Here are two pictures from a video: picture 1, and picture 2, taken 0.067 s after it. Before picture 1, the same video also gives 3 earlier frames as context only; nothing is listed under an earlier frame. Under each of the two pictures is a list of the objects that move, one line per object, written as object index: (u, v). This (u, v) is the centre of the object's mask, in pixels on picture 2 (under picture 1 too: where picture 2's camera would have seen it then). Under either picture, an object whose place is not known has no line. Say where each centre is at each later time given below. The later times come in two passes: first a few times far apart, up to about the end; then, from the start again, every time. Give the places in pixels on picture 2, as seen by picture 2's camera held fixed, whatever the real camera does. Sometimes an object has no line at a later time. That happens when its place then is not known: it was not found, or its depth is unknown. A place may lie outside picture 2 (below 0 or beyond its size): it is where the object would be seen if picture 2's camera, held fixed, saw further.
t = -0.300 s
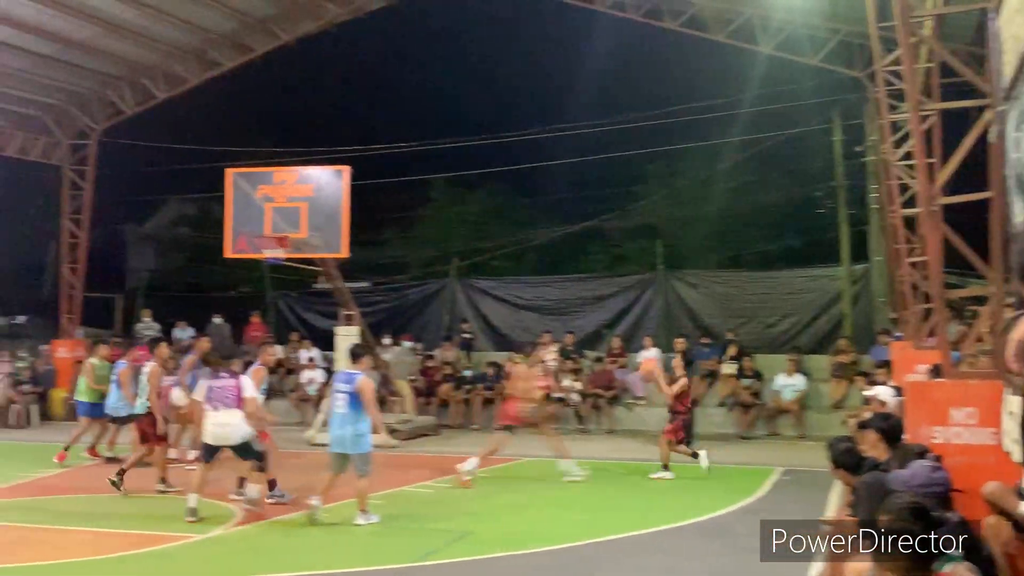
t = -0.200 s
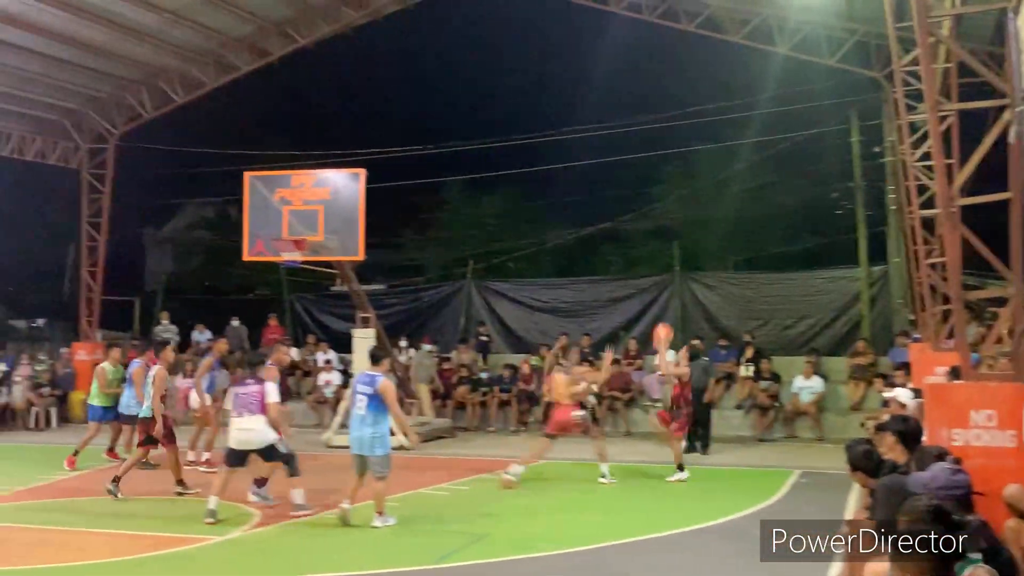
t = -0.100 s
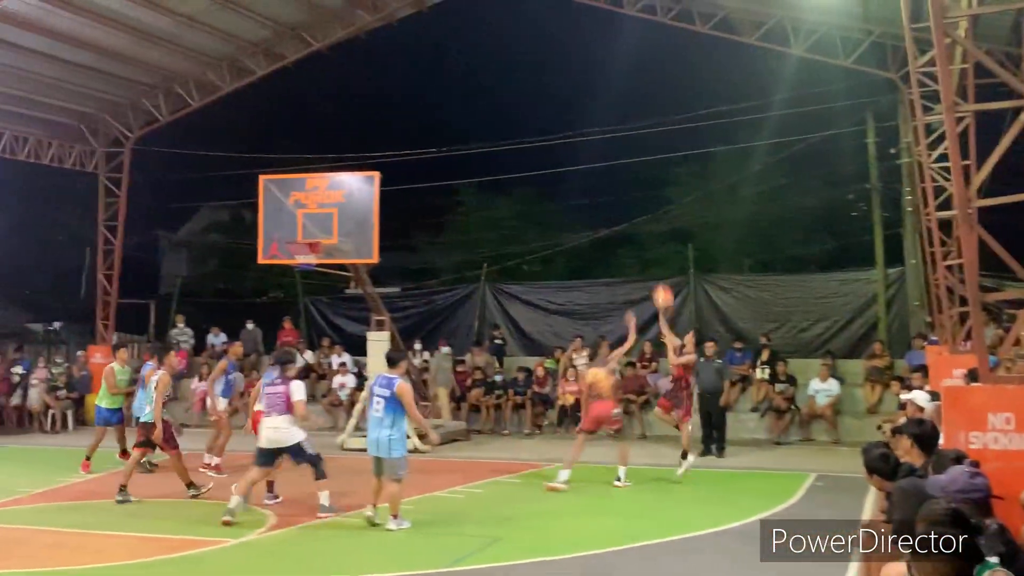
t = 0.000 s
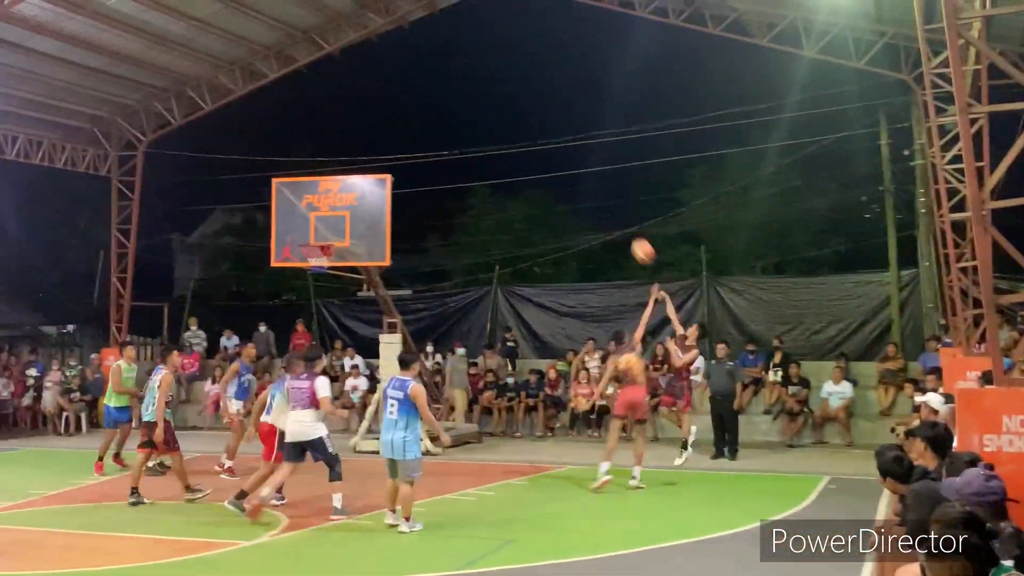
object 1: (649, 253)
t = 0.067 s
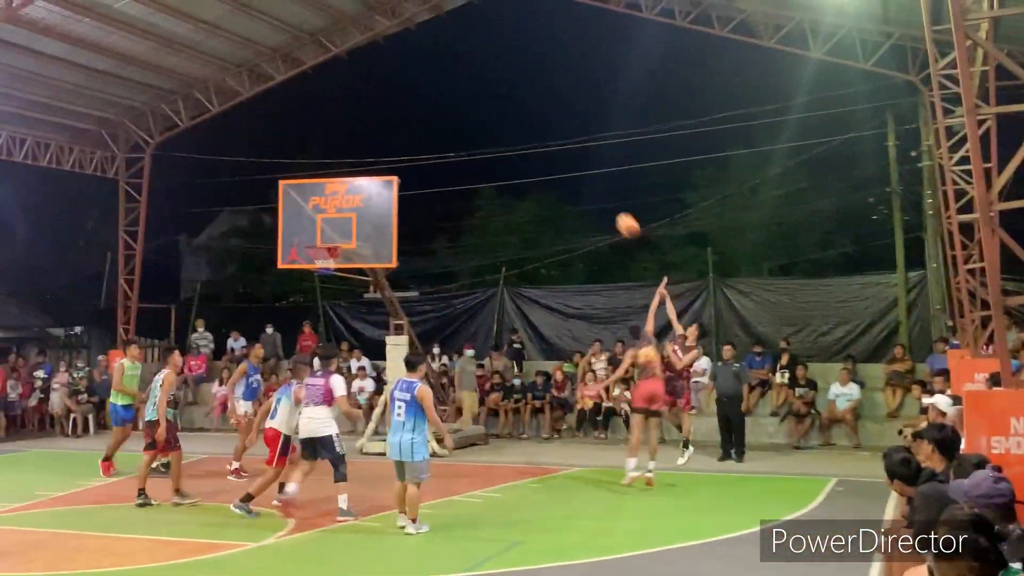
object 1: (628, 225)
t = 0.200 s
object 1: (584, 183)
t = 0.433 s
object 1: (515, 143)
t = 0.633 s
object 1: (460, 144)
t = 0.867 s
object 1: (402, 178)
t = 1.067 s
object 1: (407, 213)
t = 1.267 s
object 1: (414, 281)
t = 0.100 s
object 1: (616, 213)
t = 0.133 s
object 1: (606, 202)
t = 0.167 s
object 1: (595, 191)
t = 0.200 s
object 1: (584, 183)
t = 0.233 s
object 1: (574, 174)
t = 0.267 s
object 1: (564, 167)
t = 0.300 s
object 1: (554, 160)
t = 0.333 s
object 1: (543, 155)
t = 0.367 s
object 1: (534, 150)
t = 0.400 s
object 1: (524, 146)
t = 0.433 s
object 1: (515, 143)
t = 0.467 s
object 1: (505, 141)
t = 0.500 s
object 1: (496, 140)
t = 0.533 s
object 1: (487, 140)
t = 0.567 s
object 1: (478, 140)
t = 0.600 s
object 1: (469, 141)
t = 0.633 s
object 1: (460, 144)
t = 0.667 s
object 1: (451, 146)
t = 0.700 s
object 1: (442, 150)
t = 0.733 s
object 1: (433, 154)
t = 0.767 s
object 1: (424, 159)
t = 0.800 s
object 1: (416, 166)
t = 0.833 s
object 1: (408, 172)
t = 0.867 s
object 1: (402, 178)
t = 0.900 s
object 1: (403, 182)
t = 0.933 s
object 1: (404, 186)
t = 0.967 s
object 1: (405, 191)
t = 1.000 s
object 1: (406, 197)
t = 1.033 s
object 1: (406, 204)
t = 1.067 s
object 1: (407, 213)
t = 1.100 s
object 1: (408, 222)
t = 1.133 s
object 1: (409, 232)
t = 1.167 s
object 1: (410, 242)
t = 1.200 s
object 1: (412, 254)
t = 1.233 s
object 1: (413, 267)
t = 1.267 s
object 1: (414, 281)
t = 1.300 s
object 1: (415, 297)
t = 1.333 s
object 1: (416, 313)
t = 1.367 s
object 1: (417, 331)
